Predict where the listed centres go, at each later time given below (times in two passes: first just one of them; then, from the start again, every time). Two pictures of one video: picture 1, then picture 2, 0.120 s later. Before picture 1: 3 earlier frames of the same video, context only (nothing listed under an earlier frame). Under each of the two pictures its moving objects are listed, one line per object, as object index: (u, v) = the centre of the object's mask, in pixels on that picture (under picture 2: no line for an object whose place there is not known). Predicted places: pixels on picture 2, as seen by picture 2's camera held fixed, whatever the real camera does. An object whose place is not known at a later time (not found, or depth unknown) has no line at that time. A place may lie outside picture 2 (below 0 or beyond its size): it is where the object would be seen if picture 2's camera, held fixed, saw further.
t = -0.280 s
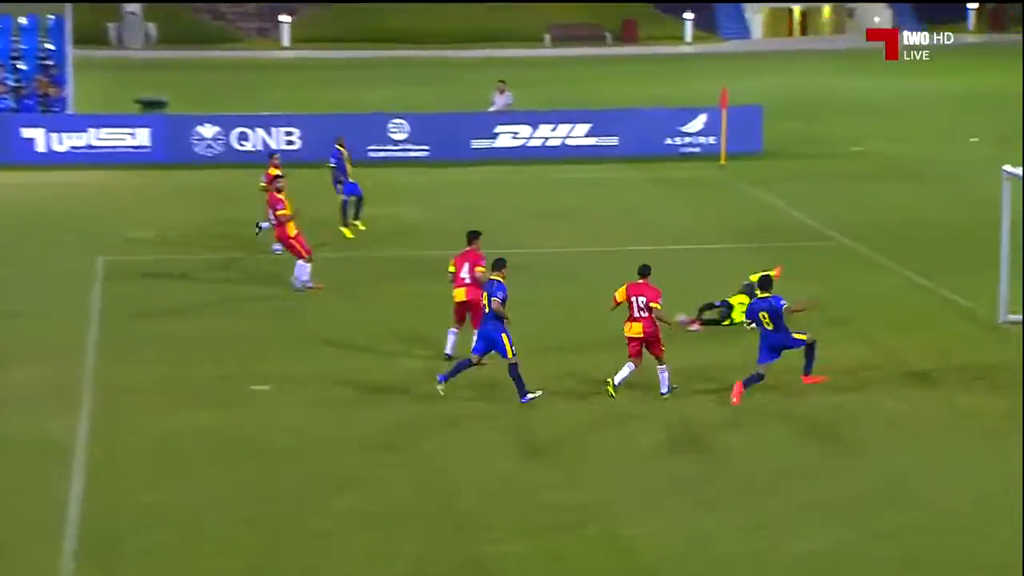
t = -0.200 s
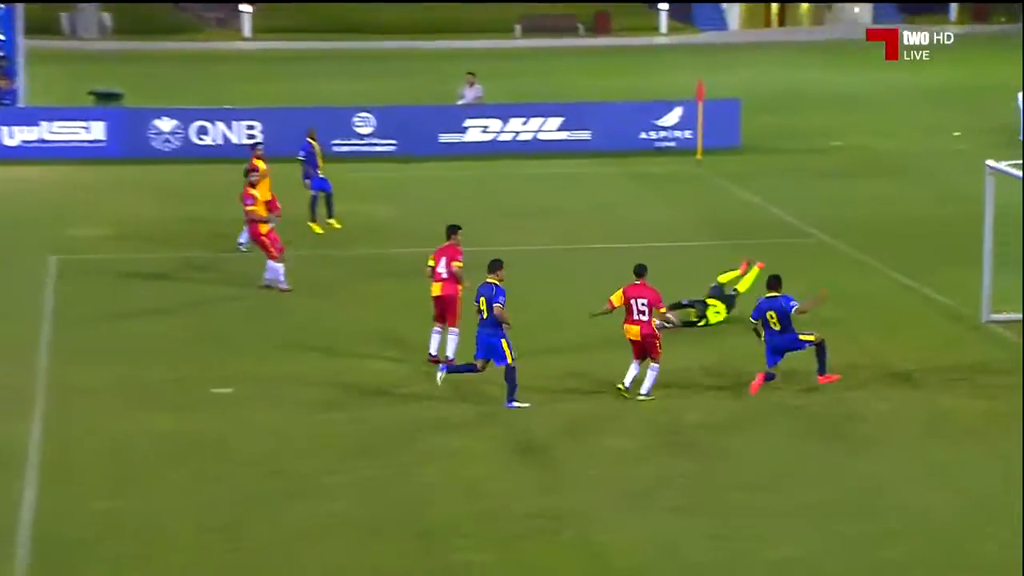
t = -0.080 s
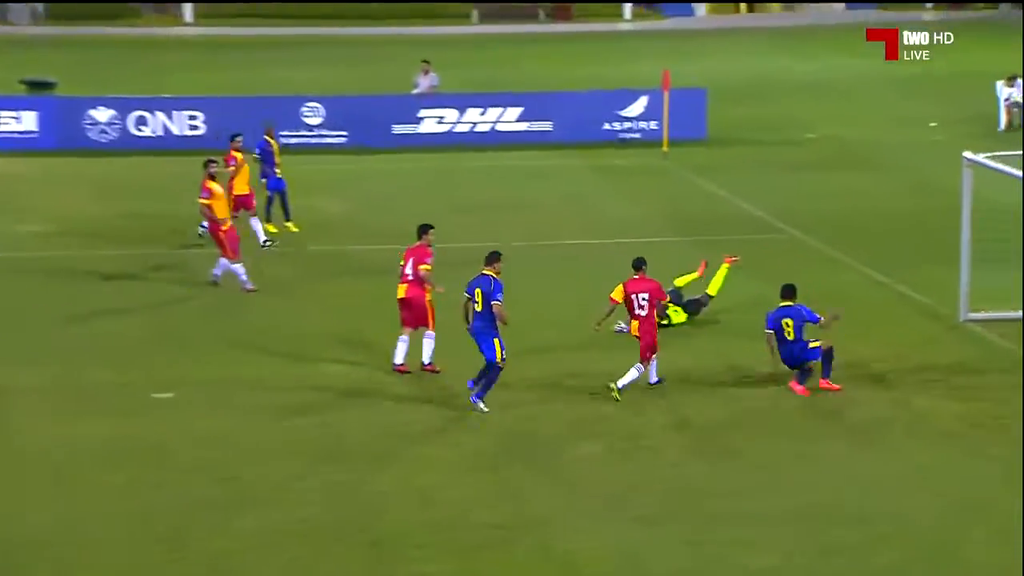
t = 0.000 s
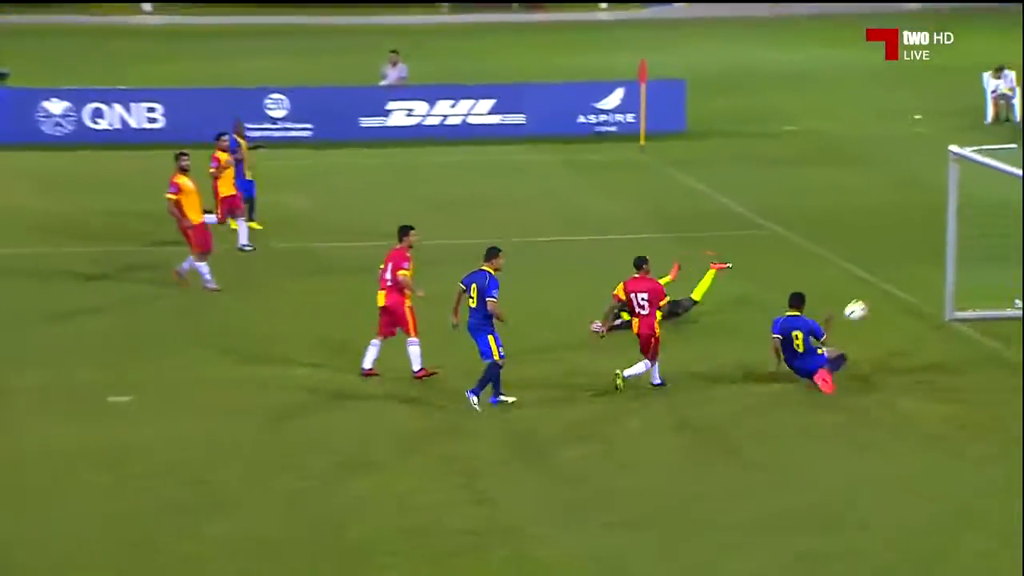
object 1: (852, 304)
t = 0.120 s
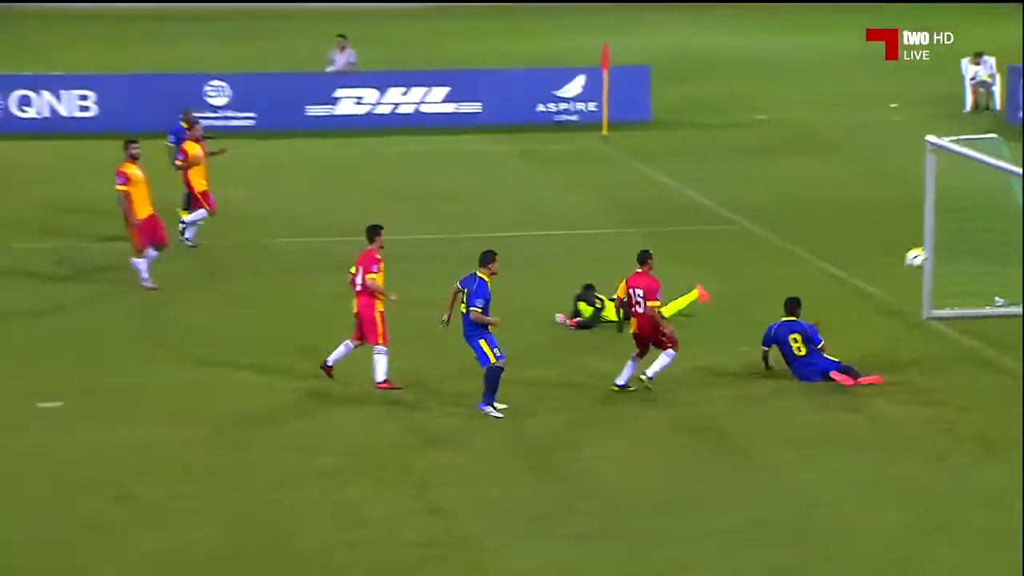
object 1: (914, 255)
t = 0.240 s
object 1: (1000, 235)
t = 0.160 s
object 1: (945, 243)
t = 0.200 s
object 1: (971, 234)
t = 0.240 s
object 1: (1000, 235)
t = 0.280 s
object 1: (1017, 240)
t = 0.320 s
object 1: (1001, 255)
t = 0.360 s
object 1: (986, 271)
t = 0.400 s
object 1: (978, 281)
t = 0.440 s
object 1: (963, 300)
